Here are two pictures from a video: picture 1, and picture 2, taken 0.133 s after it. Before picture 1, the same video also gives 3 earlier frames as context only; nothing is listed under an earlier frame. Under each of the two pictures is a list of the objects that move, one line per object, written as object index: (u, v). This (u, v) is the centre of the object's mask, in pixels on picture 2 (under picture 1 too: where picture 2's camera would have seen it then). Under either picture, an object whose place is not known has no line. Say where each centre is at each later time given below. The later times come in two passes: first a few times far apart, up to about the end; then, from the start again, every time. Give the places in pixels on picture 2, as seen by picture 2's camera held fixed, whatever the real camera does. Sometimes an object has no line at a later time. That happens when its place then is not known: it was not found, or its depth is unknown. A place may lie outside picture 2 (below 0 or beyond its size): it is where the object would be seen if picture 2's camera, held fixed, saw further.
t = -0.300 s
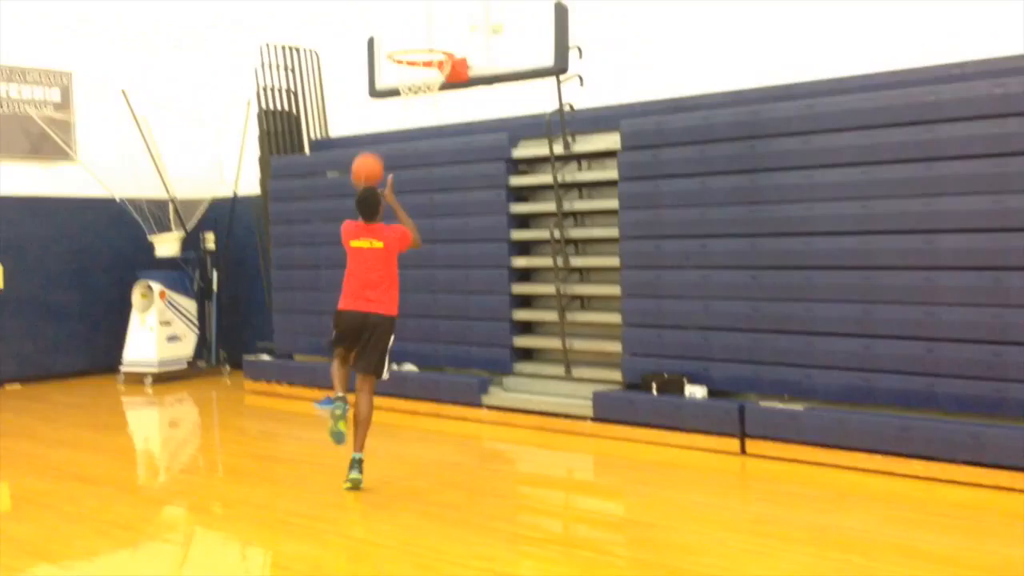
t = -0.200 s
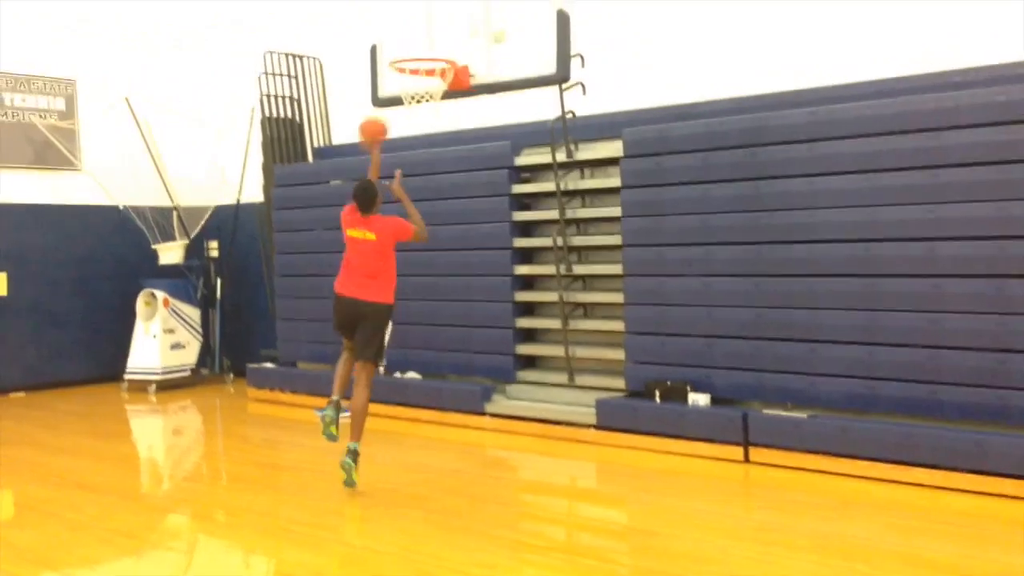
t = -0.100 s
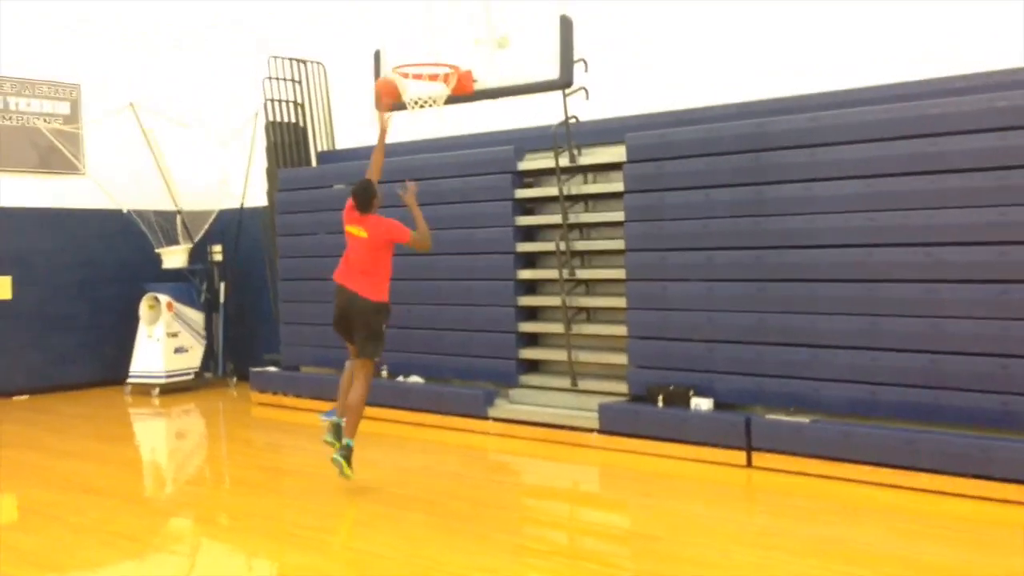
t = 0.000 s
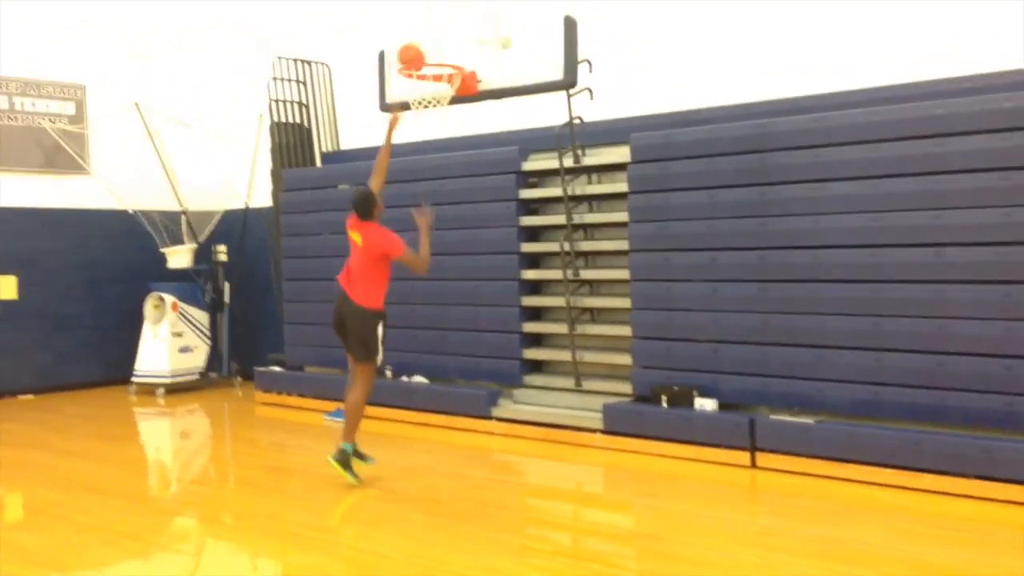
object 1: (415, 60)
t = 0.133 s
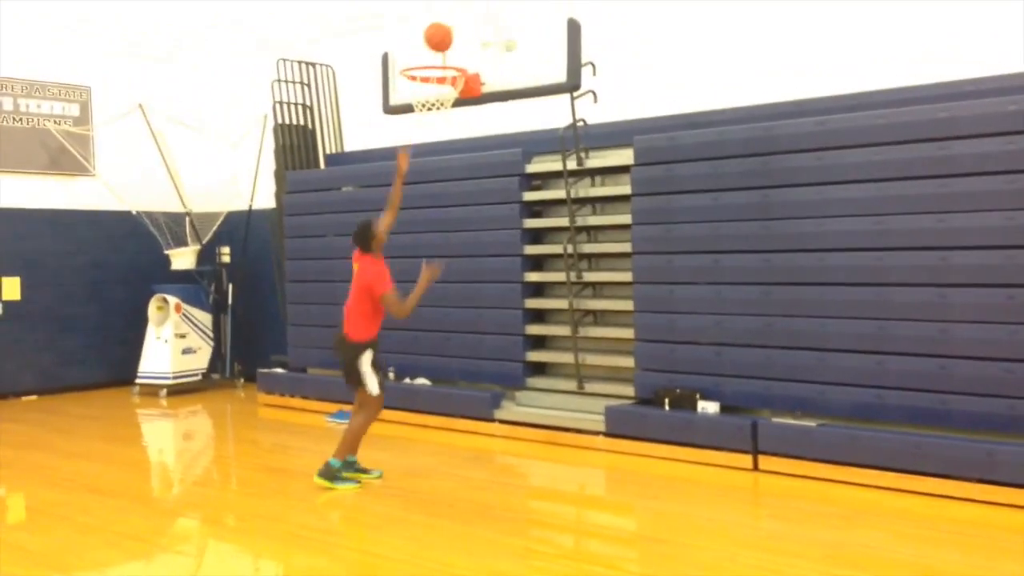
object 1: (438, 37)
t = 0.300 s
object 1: (441, 39)
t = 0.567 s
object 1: (439, 117)
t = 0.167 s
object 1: (442, 34)
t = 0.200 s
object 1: (442, 33)
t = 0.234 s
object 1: (442, 34)
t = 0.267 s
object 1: (441, 36)
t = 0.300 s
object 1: (441, 39)
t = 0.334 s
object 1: (441, 44)
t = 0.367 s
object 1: (441, 50)
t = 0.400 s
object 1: (441, 58)
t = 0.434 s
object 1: (440, 67)
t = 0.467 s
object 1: (440, 79)
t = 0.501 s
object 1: (443, 88)
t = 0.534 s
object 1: (442, 101)
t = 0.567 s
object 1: (439, 117)
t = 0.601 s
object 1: (439, 140)
